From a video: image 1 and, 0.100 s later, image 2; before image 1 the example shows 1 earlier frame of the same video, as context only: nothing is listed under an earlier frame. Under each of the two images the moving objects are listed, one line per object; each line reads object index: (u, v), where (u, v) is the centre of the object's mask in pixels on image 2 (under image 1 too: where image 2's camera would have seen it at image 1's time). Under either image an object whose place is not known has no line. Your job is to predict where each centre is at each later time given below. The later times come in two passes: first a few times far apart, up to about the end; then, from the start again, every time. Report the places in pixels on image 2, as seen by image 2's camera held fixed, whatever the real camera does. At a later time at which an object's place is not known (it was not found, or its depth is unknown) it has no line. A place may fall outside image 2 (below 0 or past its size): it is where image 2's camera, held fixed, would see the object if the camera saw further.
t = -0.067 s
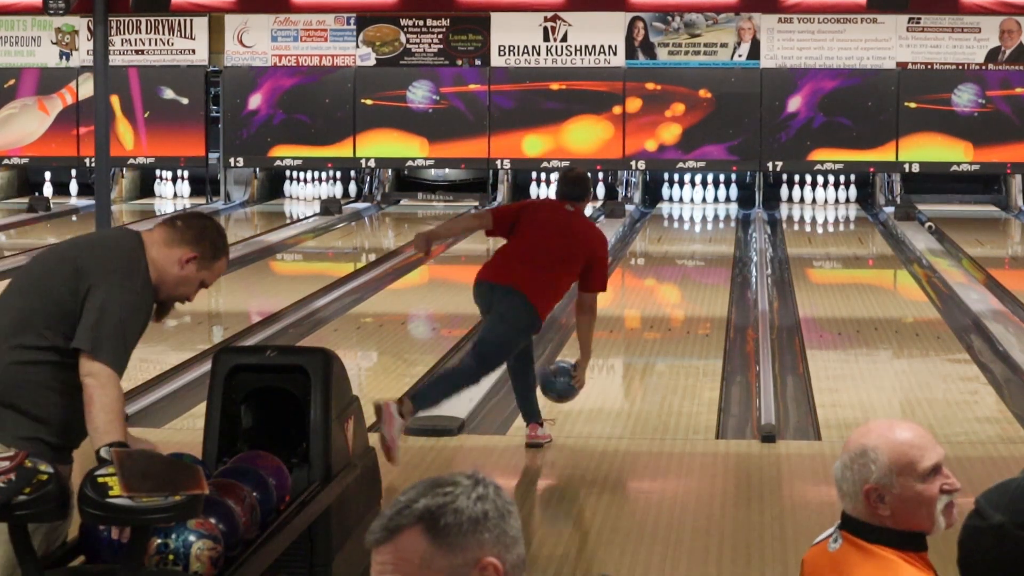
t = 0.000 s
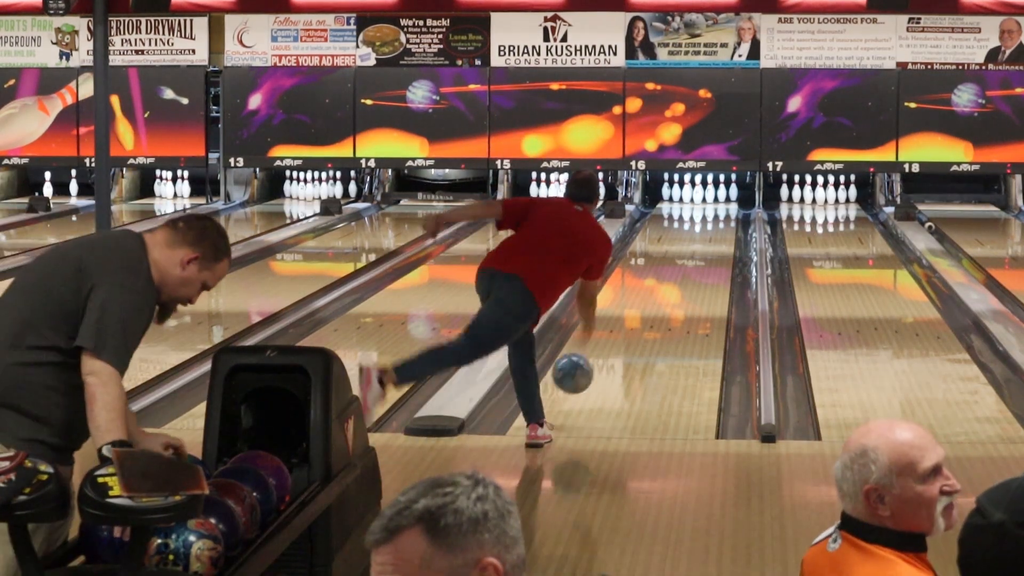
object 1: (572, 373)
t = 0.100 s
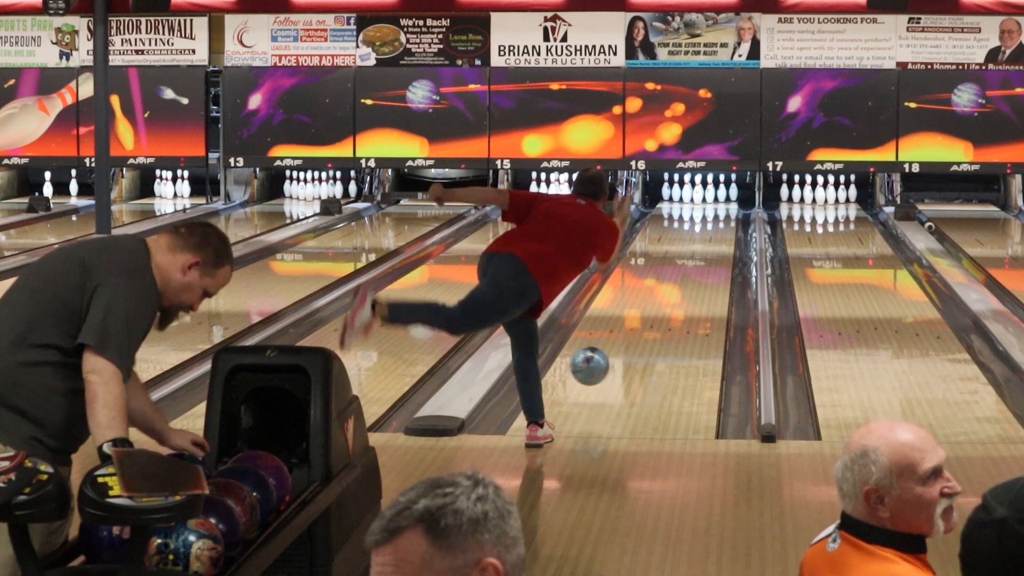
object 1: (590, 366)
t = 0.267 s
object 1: (614, 358)
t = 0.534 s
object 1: (644, 321)
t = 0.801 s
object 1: (667, 292)
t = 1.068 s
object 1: (684, 270)
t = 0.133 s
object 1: (595, 367)
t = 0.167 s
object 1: (600, 371)
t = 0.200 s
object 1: (605, 368)
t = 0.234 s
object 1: (609, 362)
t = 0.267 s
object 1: (614, 358)
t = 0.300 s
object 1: (618, 352)
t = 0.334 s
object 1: (622, 348)
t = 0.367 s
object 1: (627, 343)
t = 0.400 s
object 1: (630, 338)
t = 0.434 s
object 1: (634, 334)
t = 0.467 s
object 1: (637, 329)
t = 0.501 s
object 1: (641, 325)
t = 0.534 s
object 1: (644, 321)
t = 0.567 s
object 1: (647, 317)
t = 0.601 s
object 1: (650, 313)
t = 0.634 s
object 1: (653, 310)
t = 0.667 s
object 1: (656, 306)
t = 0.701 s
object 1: (659, 302)
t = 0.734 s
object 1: (662, 299)
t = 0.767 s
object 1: (664, 296)
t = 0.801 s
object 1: (667, 292)
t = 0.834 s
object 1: (669, 289)
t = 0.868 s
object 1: (671, 286)
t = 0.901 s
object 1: (674, 282)
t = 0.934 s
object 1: (676, 280)
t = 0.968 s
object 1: (678, 277)
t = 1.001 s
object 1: (680, 274)
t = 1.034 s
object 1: (682, 272)
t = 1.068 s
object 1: (684, 270)
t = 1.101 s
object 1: (686, 267)
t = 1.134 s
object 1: (688, 265)
